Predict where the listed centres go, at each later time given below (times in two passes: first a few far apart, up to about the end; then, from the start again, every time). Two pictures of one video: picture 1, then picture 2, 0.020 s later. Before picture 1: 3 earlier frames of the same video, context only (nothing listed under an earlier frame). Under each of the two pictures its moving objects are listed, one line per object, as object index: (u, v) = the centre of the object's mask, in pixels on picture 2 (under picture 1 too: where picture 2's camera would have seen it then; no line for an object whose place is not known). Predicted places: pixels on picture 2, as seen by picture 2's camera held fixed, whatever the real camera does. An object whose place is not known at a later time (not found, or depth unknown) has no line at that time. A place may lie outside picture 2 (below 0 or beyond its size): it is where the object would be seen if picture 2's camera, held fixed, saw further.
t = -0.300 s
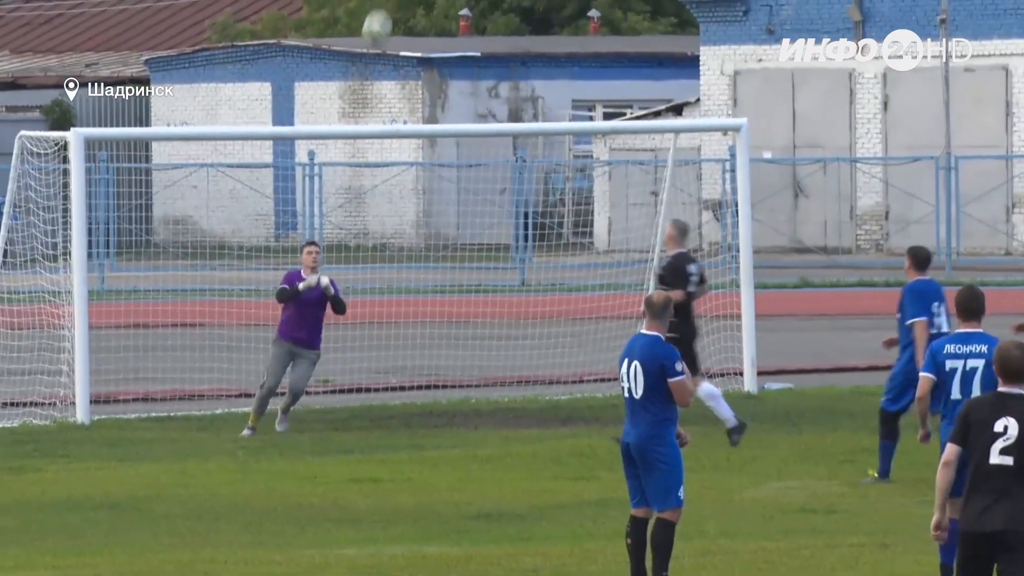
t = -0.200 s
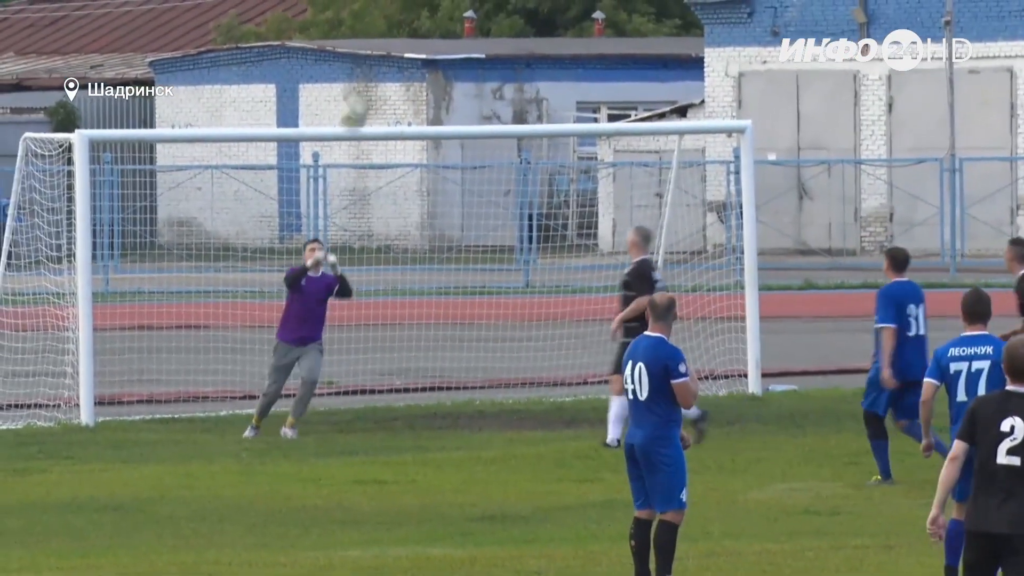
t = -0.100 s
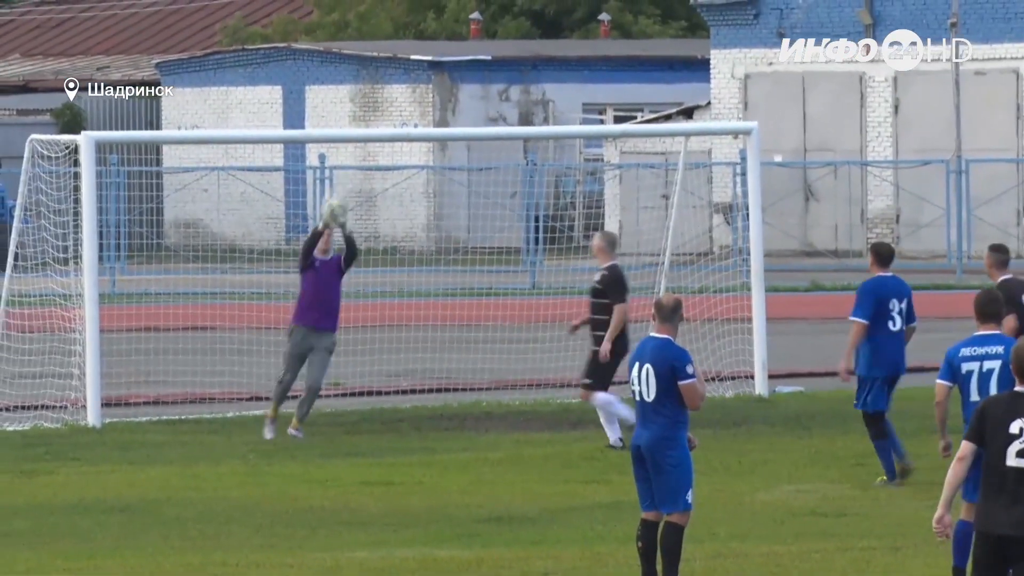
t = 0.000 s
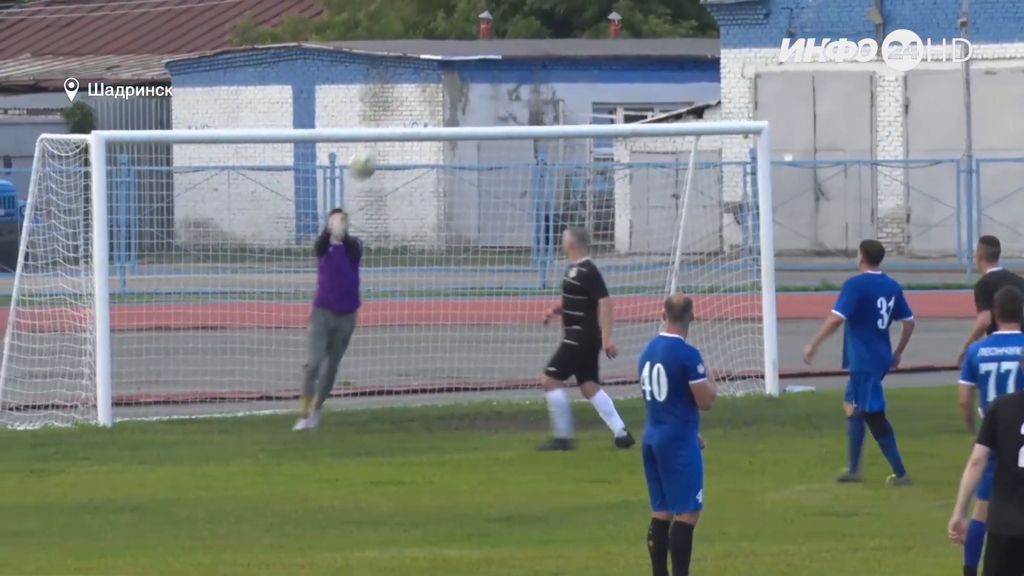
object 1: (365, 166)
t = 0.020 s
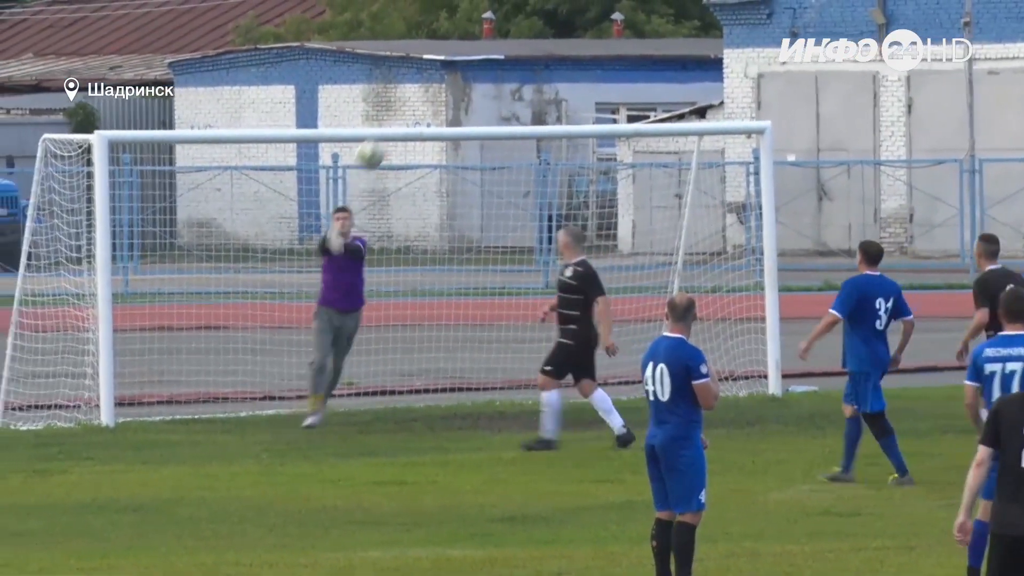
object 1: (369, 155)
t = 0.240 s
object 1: (412, 80)
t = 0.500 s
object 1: (456, 85)
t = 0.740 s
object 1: (497, 190)
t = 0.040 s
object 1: (373, 148)
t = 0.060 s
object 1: (377, 137)
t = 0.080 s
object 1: (382, 129)
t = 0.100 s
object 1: (386, 120)
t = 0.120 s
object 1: (388, 113)
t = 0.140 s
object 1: (392, 107)
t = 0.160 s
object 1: (396, 100)
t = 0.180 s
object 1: (400, 94)
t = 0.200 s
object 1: (404, 88)
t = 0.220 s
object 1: (408, 84)
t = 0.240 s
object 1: (412, 80)
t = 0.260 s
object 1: (415, 77)
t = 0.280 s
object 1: (418, 74)
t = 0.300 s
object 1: (422, 72)
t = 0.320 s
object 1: (425, 70)
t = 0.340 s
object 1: (429, 70)
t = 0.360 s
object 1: (432, 69)
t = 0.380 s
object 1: (435, 70)
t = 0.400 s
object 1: (438, 70)
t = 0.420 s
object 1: (442, 72)
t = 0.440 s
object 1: (446, 74)
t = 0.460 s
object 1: (449, 77)
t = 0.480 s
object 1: (452, 80)
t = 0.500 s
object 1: (456, 85)
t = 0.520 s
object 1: (458, 89)
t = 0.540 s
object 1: (461, 94)
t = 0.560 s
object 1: (465, 100)
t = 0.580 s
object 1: (468, 107)
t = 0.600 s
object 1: (474, 116)
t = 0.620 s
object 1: (477, 126)
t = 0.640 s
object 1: (482, 135)
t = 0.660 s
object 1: (484, 145)
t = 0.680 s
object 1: (488, 155)
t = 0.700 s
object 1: (491, 166)
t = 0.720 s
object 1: (494, 178)
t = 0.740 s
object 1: (497, 190)
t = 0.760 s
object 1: (500, 202)
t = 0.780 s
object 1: (503, 218)
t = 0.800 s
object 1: (505, 232)
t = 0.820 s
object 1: (509, 249)
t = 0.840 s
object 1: (512, 267)
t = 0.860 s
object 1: (515, 283)
